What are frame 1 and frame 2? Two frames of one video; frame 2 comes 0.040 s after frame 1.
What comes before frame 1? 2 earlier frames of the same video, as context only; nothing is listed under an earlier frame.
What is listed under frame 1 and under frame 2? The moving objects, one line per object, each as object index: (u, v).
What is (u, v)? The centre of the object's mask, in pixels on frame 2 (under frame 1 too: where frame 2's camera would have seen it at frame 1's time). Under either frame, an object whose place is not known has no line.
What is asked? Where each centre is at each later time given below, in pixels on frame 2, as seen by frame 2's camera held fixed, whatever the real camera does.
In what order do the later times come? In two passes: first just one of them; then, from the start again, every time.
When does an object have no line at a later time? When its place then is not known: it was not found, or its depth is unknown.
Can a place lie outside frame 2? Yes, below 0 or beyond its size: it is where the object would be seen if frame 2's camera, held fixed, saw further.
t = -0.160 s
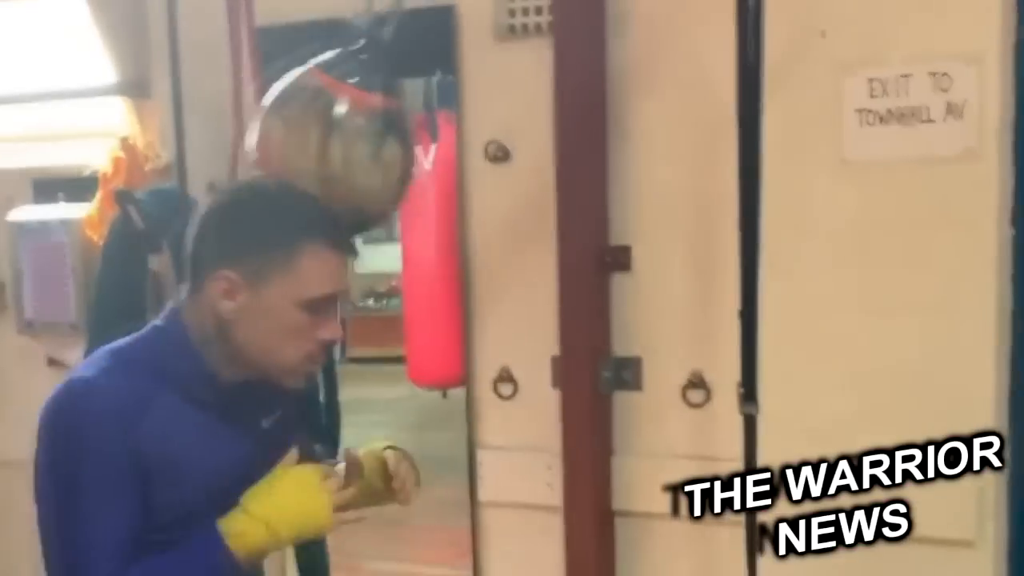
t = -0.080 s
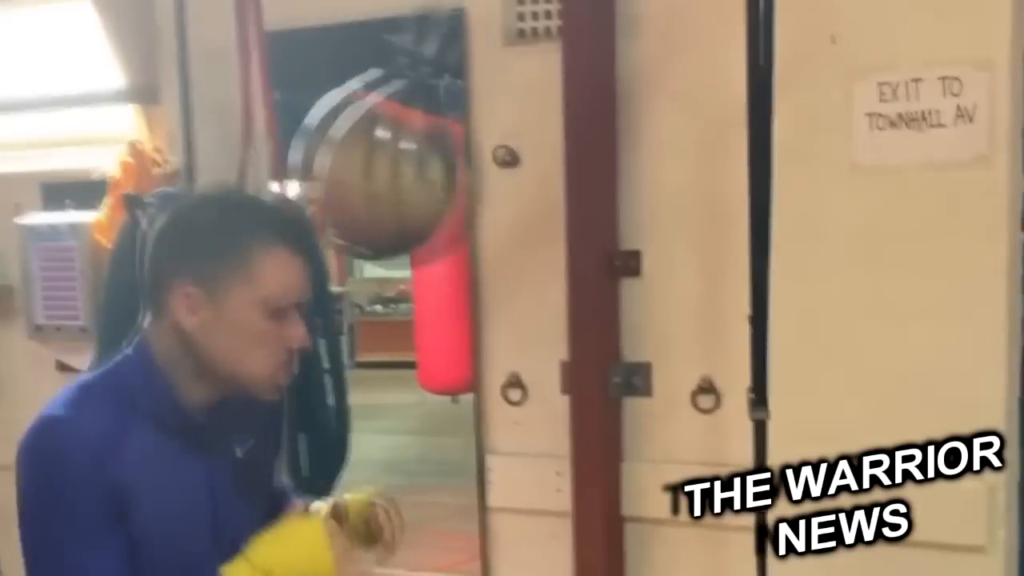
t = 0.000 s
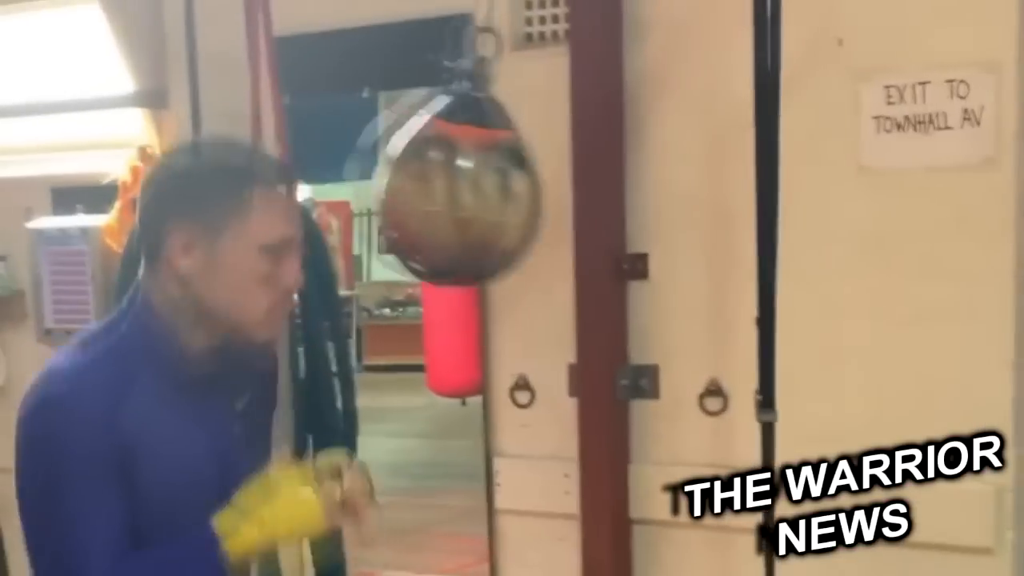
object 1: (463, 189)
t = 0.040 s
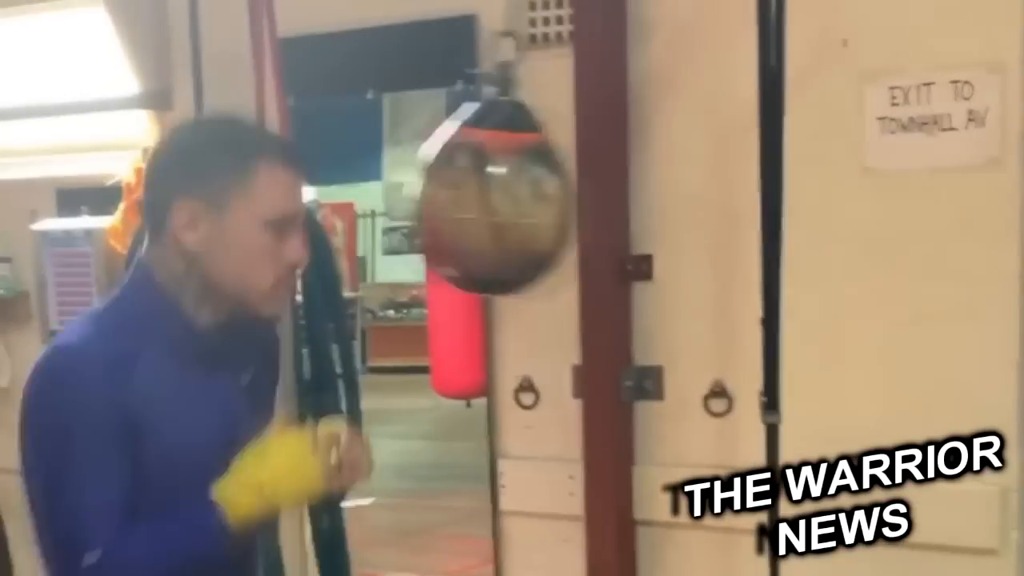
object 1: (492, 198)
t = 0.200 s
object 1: (648, 190)
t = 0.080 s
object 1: (520, 202)
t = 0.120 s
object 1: (565, 203)
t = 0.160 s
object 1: (604, 189)
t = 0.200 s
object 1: (648, 190)
